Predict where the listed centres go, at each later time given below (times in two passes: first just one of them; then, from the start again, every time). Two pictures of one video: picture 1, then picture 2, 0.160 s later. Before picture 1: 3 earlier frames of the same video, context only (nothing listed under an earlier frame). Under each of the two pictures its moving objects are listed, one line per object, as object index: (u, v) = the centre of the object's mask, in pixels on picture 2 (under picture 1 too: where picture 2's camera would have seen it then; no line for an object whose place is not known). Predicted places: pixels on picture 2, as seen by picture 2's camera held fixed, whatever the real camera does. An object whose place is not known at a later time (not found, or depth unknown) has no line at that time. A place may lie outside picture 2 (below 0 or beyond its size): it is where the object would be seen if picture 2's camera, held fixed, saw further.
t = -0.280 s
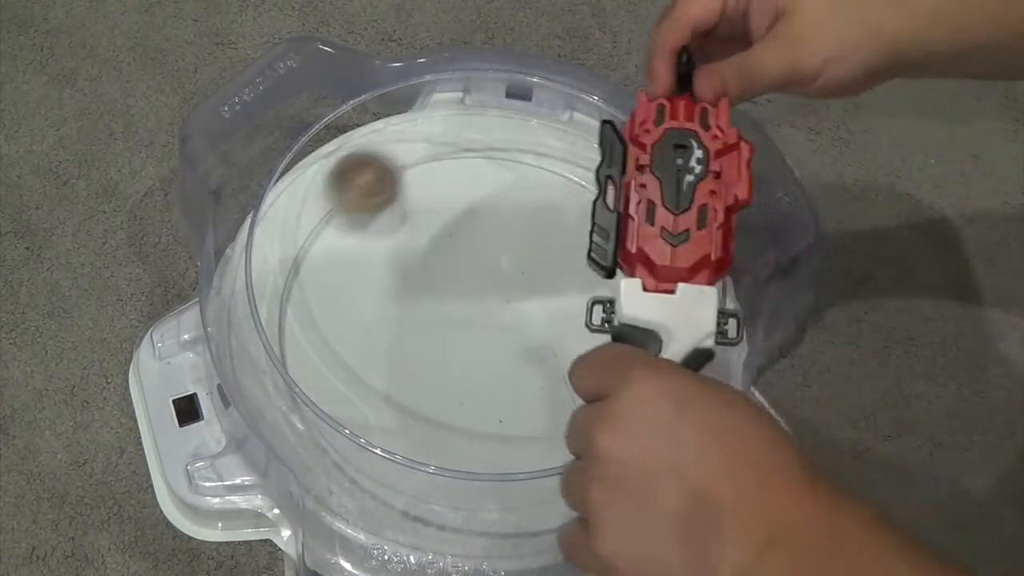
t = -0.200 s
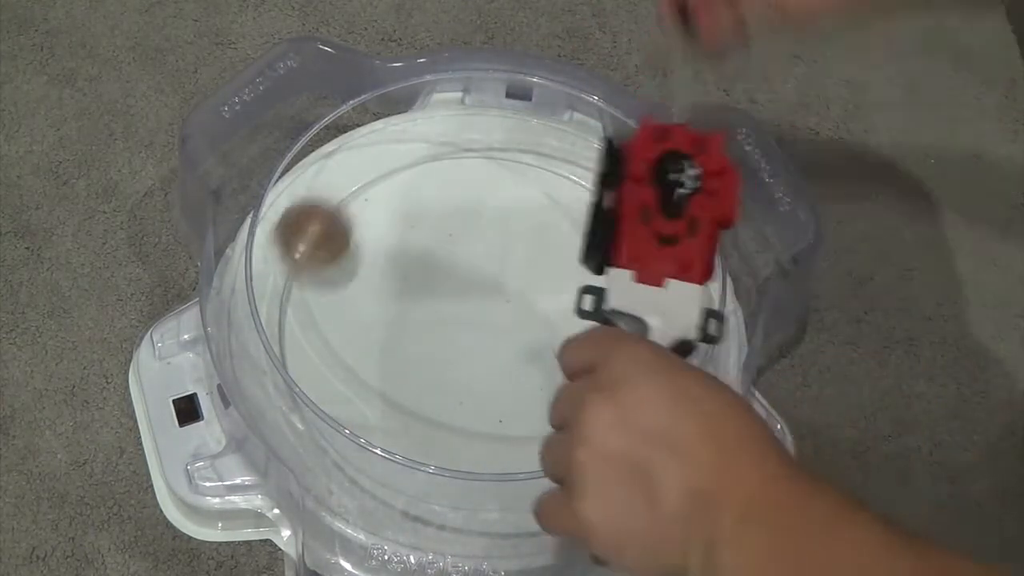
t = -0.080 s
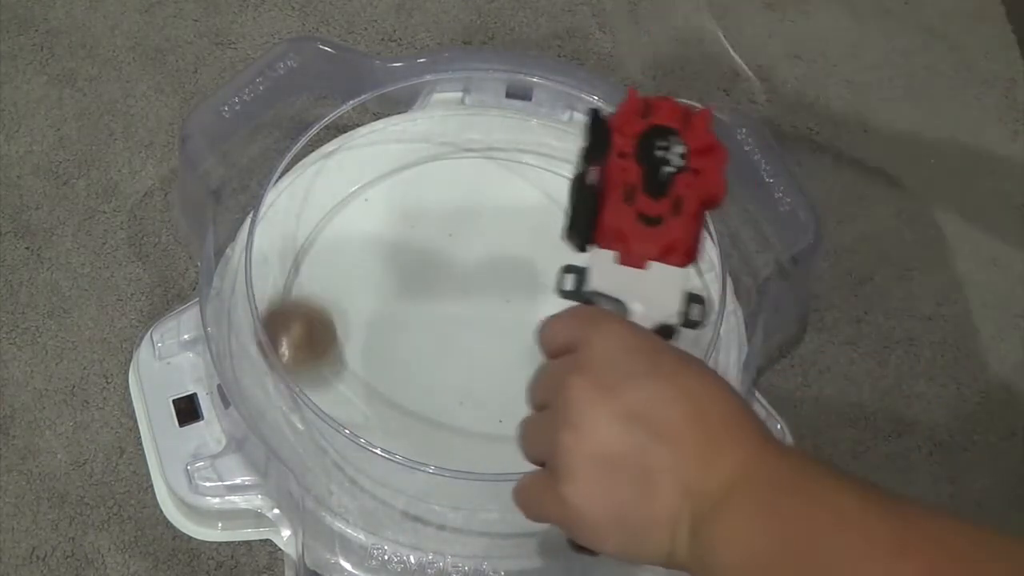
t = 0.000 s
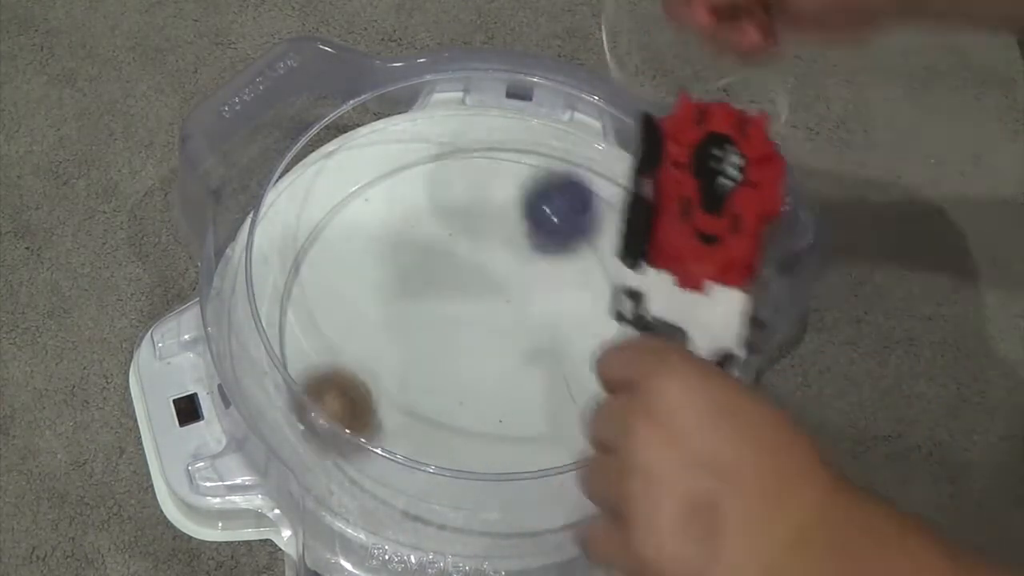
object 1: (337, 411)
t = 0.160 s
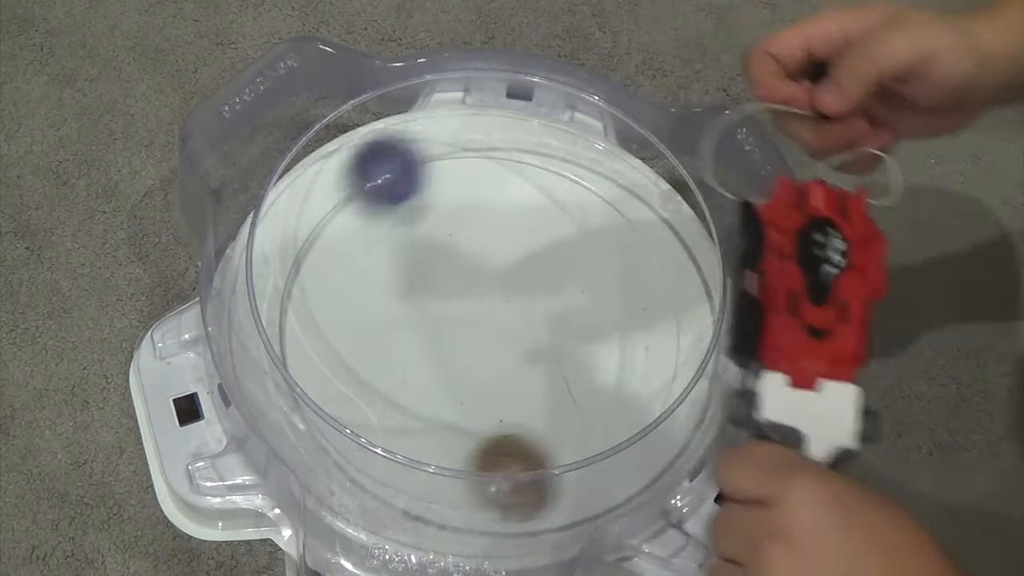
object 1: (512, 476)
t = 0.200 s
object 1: (561, 466)
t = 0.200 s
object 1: (561, 466)
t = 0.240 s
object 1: (601, 444)
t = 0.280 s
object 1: (632, 413)
